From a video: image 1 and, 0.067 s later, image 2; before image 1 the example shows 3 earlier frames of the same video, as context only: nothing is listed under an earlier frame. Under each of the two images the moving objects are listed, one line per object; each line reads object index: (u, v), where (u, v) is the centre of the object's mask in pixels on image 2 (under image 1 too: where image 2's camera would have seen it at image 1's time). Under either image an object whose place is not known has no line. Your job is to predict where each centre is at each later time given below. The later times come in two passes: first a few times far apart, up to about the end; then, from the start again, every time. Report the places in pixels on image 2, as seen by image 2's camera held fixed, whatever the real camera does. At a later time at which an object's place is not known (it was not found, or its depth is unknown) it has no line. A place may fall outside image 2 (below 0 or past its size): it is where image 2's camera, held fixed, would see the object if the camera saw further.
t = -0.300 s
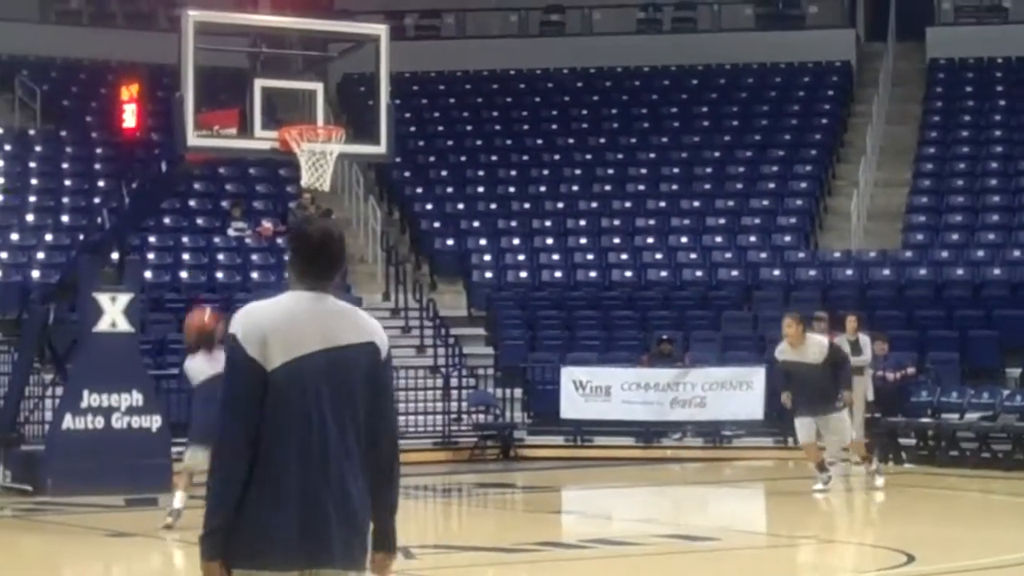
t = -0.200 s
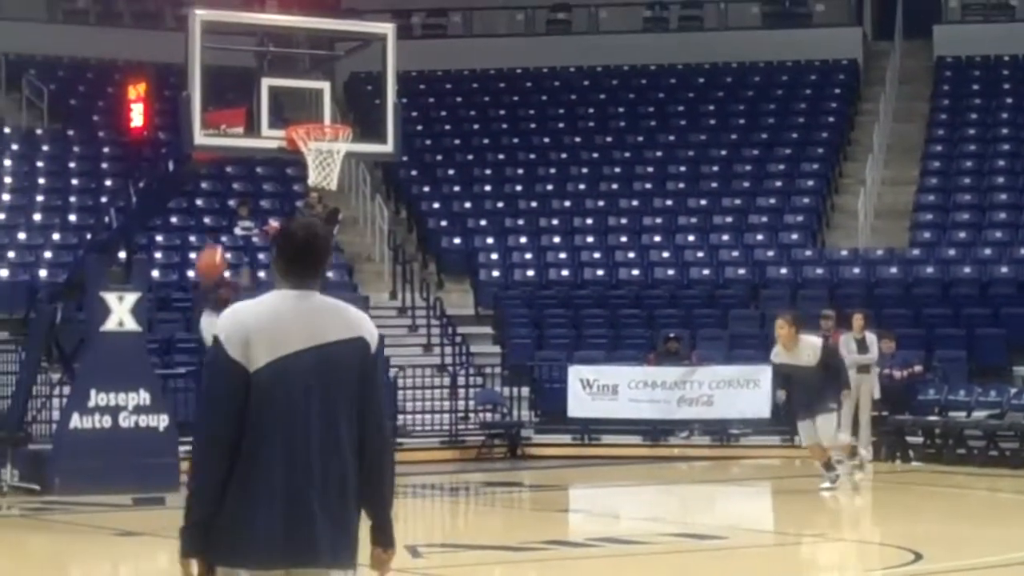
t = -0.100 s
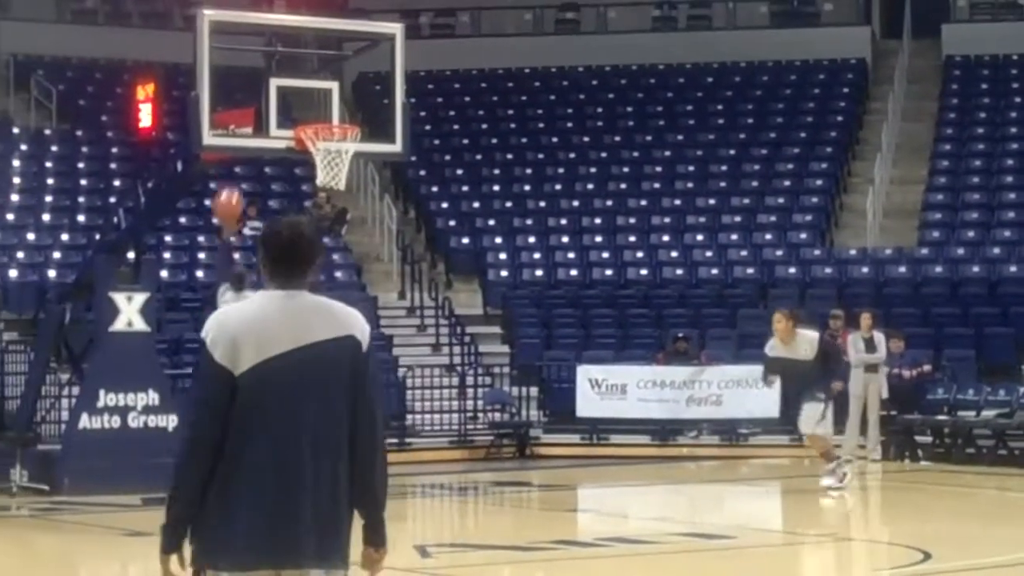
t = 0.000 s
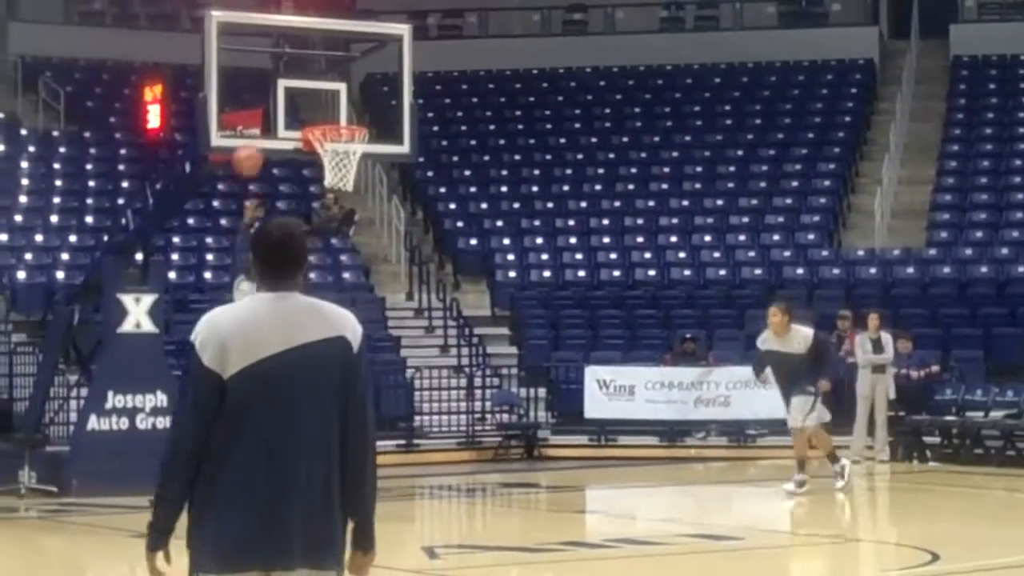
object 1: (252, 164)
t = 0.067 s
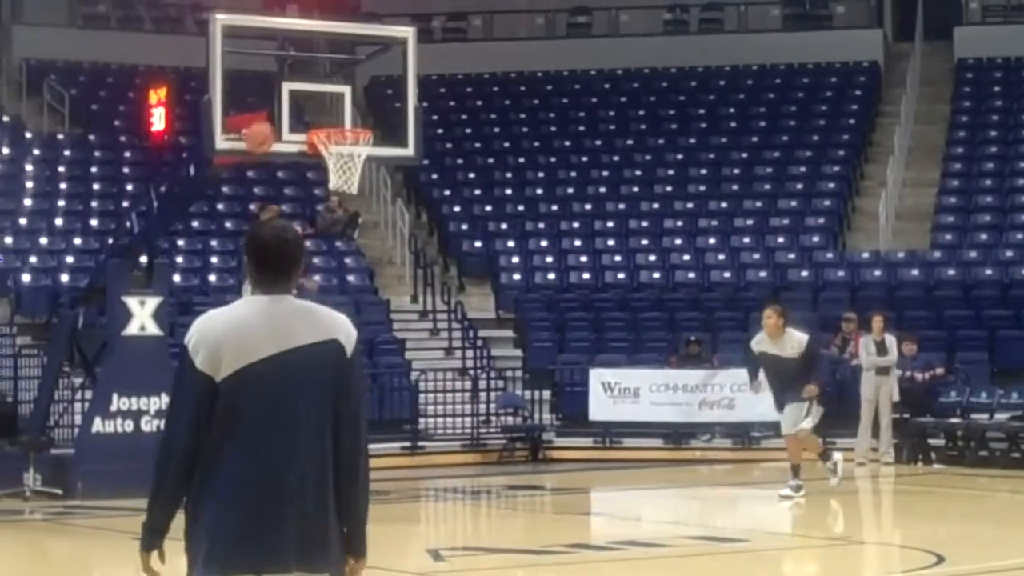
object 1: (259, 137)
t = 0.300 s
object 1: (302, 118)
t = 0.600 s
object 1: (288, 139)
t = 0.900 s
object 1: (268, 272)
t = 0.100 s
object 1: (263, 127)
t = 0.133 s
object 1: (266, 122)
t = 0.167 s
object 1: (273, 118)
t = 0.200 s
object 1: (281, 116)
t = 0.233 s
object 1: (287, 116)
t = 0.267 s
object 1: (296, 116)
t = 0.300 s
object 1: (302, 118)
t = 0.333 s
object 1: (302, 118)
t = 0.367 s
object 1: (300, 116)
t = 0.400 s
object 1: (298, 115)
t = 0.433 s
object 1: (296, 115)
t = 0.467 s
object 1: (294, 117)
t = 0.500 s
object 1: (292, 119)
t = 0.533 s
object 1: (291, 125)
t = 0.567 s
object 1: (289, 130)
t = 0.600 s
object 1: (288, 139)
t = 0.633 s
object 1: (285, 148)
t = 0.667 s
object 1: (282, 158)
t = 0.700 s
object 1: (281, 169)
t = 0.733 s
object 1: (278, 182)
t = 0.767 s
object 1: (276, 198)
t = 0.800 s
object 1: (274, 212)
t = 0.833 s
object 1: (272, 230)
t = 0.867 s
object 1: (271, 252)
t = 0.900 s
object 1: (268, 272)
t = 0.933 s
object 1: (267, 287)
